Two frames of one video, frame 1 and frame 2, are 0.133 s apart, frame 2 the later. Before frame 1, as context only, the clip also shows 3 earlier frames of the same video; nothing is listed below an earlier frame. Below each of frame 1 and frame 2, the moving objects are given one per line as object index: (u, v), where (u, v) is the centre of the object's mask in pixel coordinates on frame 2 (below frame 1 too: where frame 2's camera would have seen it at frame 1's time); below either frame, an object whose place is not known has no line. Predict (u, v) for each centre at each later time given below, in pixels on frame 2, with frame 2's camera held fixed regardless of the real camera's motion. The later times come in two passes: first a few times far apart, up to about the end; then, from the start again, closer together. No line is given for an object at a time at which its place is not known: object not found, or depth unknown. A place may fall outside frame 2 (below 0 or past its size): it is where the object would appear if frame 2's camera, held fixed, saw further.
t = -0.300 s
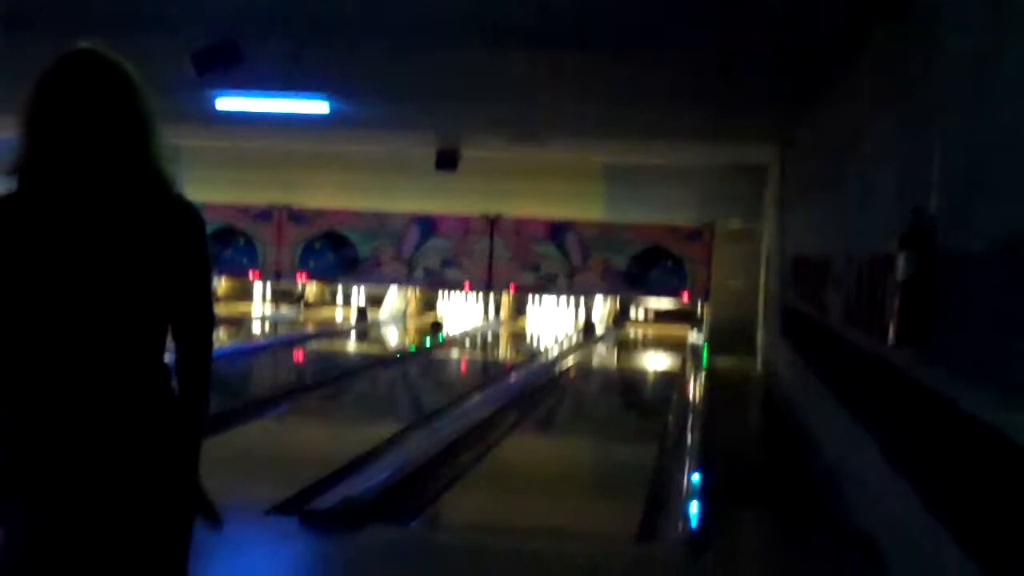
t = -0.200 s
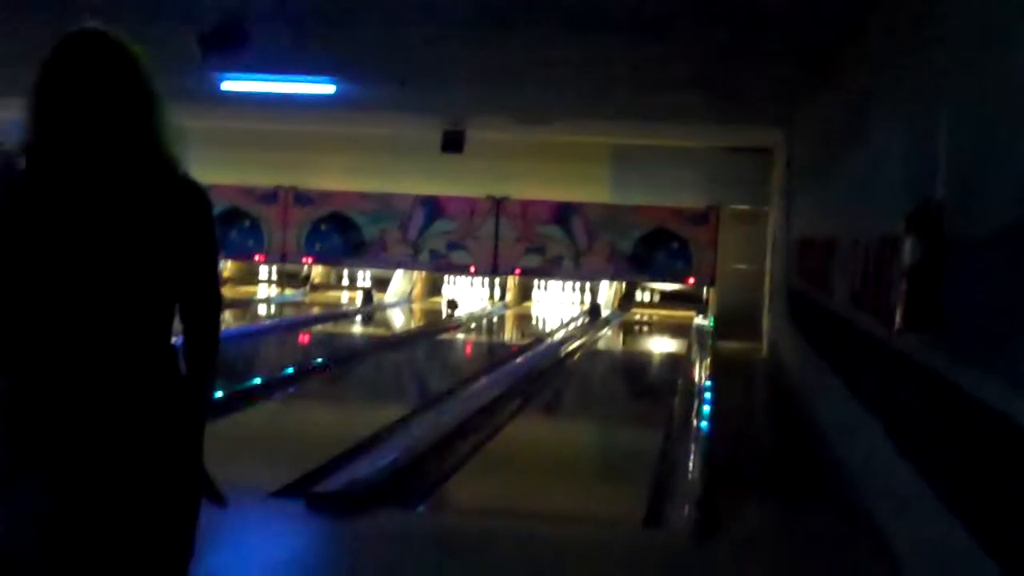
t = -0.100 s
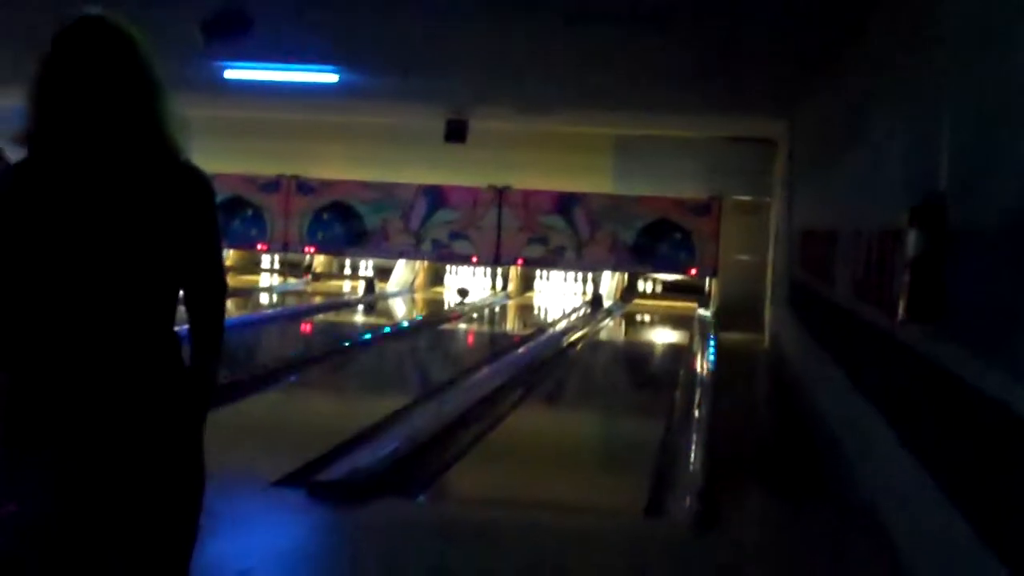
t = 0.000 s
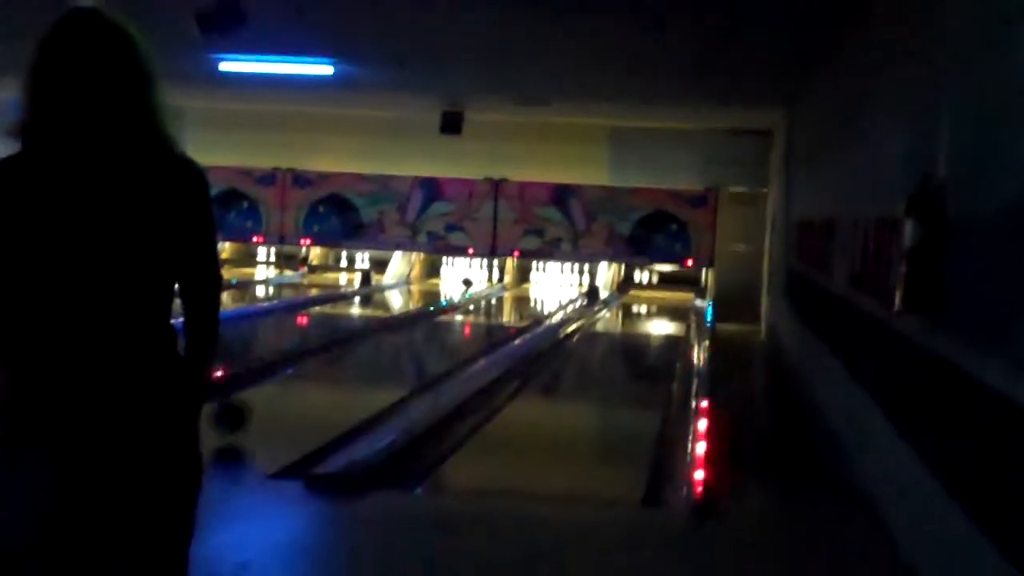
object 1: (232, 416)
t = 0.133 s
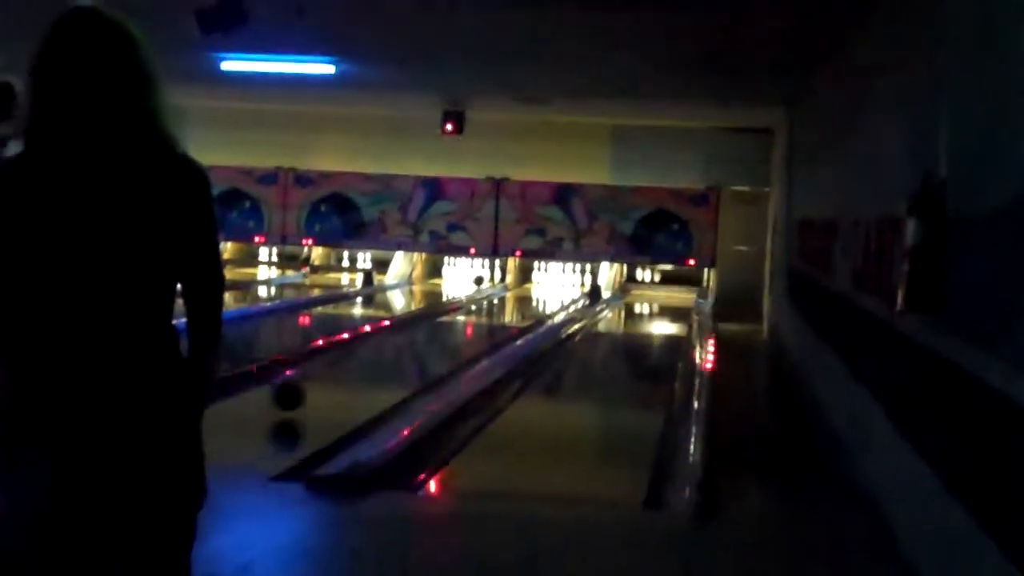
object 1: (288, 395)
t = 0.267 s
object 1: (331, 378)
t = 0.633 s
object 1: (415, 346)
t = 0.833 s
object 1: (444, 333)
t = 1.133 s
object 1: (482, 315)
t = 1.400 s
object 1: (506, 304)
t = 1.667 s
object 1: (526, 297)
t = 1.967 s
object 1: (544, 288)
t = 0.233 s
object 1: (322, 382)
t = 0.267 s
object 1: (331, 378)
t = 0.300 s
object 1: (339, 376)
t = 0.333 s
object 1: (348, 370)
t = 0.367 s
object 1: (357, 368)
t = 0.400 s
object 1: (365, 364)
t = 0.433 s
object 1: (374, 361)
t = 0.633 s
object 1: (415, 346)
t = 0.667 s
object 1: (419, 345)
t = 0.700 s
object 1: (426, 342)
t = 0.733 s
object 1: (431, 338)
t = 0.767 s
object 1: (436, 336)
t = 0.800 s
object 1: (440, 333)
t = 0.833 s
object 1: (444, 333)
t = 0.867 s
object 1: (449, 330)
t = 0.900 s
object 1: (455, 326)
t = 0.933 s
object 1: (459, 324)
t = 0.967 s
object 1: (463, 322)
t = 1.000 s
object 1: (467, 320)
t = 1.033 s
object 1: (471, 319)
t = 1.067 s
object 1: (474, 318)
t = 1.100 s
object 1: (479, 317)
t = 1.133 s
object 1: (482, 315)
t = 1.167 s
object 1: (486, 313)
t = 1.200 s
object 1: (489, 311)
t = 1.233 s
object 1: (491, 311)
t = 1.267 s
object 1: (495, 309)
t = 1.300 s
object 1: (498, 308)
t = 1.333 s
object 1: (501, 306)
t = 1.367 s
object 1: (504, 305)
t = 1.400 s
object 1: (506, 304)
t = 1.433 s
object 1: (510, 303)
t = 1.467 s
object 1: (512, 303)
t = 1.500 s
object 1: (515, 301)
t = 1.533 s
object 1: (518, 300)
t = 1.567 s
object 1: (520, 300)
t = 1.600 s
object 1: (522, 300)
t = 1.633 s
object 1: (524, 299)
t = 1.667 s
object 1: (526, 297)
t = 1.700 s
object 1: (528, 296)
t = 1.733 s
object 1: (530, 296)
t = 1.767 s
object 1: (532, 296)
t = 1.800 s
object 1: (533, 295)
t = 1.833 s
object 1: (536, 291)
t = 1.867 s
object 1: (538, 291)
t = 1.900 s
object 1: (540, 290)
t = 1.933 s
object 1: (541, 289)
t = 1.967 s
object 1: (544, 288)
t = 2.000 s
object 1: (546, 287)
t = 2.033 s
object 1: (547, 287)
